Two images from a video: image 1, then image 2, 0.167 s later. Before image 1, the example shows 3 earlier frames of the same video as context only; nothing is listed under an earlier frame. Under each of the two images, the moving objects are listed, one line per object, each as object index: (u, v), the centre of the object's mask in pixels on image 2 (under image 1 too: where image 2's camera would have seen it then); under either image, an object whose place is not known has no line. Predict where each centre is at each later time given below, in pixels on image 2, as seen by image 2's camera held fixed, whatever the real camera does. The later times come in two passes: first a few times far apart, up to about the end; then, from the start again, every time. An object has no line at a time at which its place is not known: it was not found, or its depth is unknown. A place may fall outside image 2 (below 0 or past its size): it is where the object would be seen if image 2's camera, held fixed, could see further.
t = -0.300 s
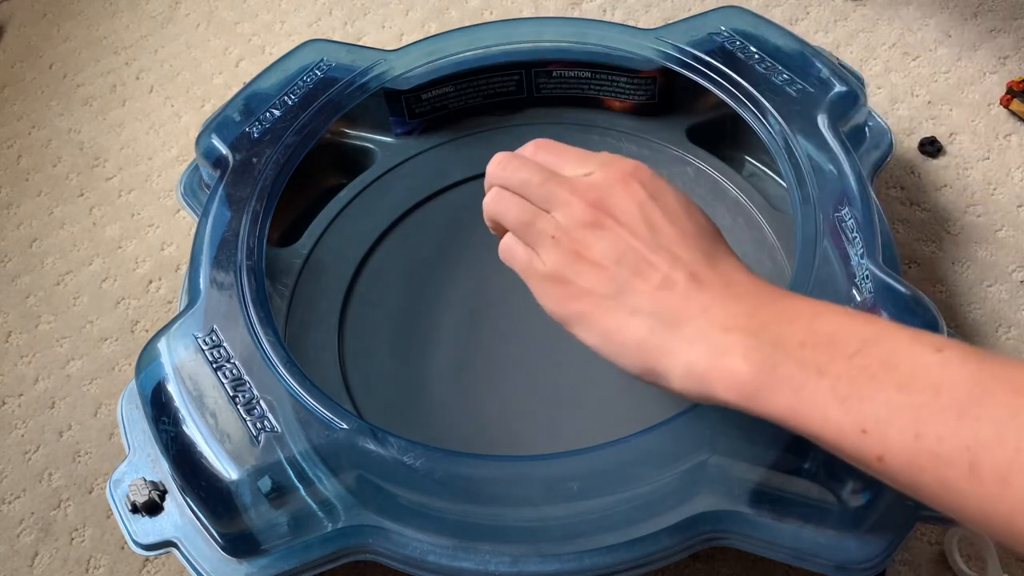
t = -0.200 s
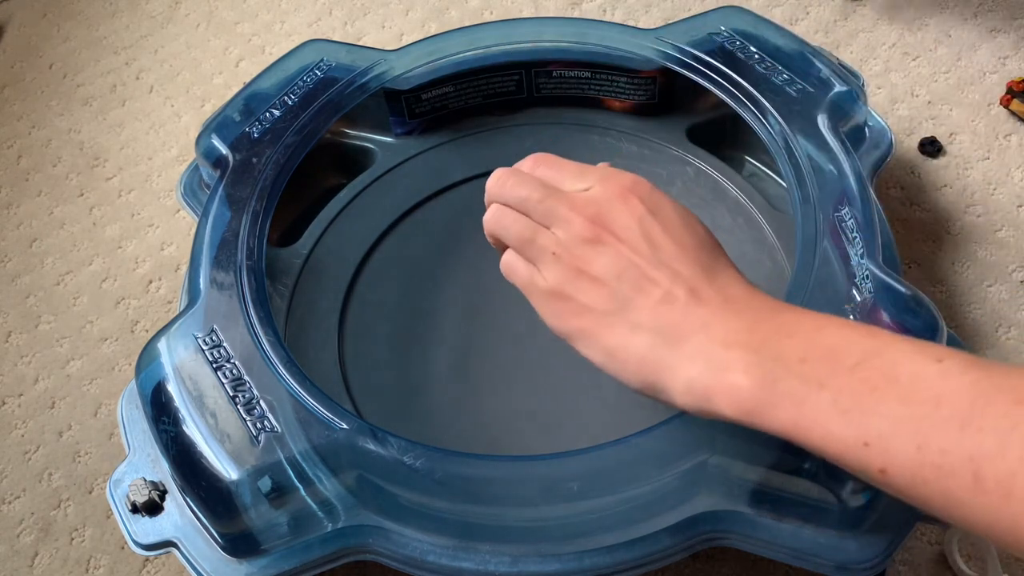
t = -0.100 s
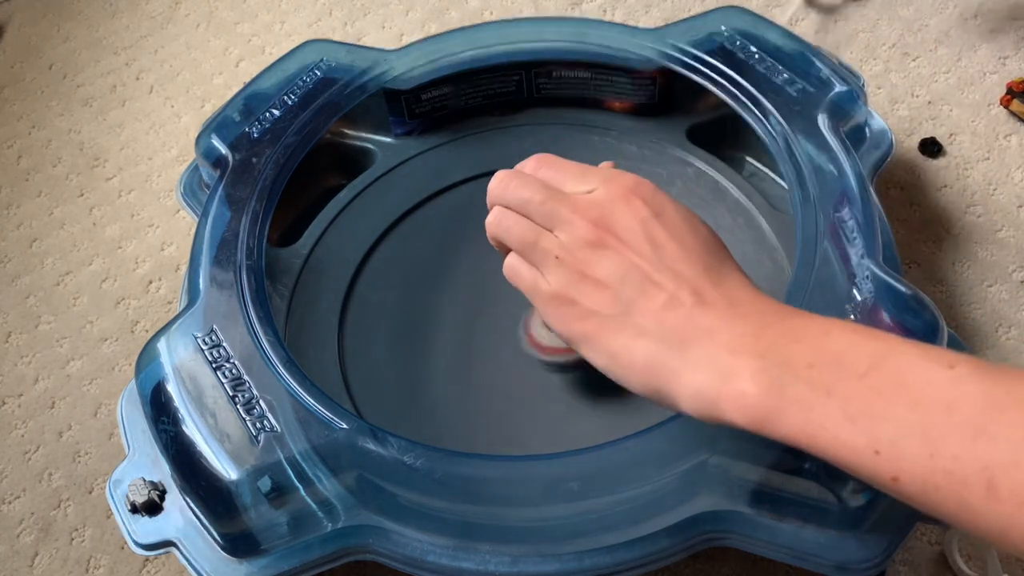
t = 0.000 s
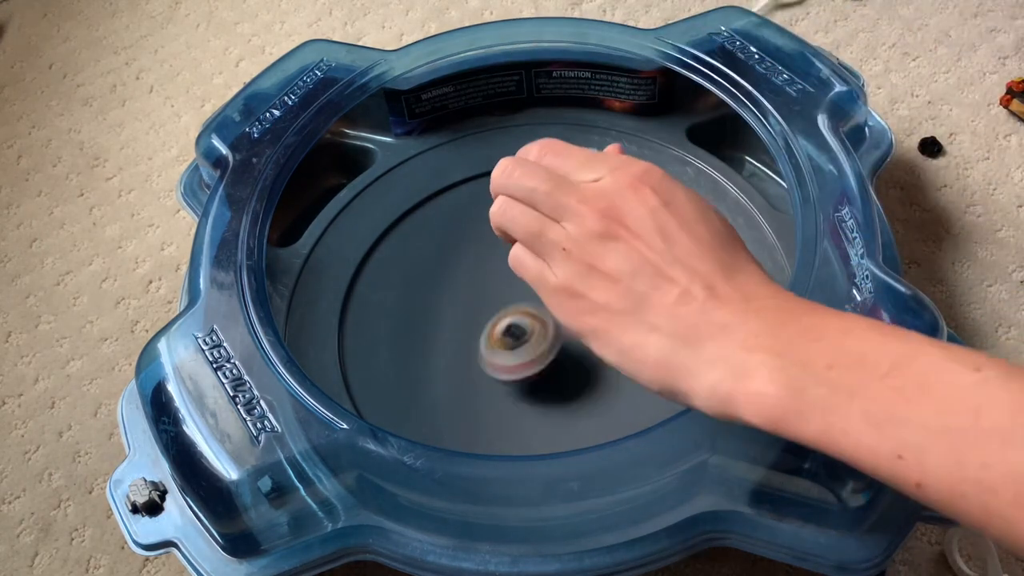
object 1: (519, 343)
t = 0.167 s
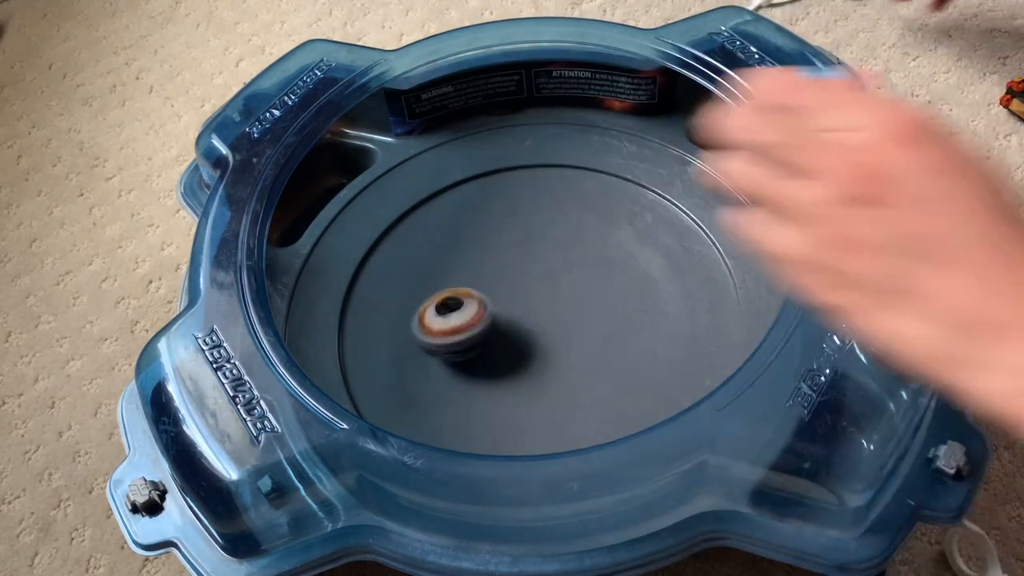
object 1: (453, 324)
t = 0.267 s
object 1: (441, 309)
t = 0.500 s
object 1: (478, 297)
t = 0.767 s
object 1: (552, 290)
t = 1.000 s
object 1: (594, 313)
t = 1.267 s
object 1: (569, 368)
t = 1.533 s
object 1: (498, 352)
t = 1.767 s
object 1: (491, 302)
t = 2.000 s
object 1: (535, 273)
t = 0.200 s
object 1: (446, 317)
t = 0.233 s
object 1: (444, 314)
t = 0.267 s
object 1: (441, 309)
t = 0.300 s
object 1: (443, 307)
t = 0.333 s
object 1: (444, 304)
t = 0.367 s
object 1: (449, 301)
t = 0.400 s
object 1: (455, 299)
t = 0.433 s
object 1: (461, 298)
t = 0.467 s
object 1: (469, 296)
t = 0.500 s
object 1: (478, 297)
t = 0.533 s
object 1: (487, 297)
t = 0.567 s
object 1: (498, 296)
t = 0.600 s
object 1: (507, 295)
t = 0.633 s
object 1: (518, 295)
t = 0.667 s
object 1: (526, 293)
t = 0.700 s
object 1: (535, 292)
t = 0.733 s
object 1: (544, 291)
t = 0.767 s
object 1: (552, 290)
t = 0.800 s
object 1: (559, 291)
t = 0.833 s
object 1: (567, 292)
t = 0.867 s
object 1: (574, 294)
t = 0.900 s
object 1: (580, 298)
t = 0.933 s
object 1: (585, 302)
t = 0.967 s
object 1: (590, 308)
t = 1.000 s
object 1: (594, 313)
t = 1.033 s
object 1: (598, 321)
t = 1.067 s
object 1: (598, 328)
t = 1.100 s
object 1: (598, 336)
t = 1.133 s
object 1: (596, 345)
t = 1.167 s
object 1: (591, 352)
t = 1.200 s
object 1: (585, 358)
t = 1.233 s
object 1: (578, 363)
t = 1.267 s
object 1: (569, 368)
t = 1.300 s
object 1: (560, 371)
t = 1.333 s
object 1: (549, 372)
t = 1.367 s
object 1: (539, 372)
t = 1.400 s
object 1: (531, 371)
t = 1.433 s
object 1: (520, 367)
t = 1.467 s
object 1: (512, 364)
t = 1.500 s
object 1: (505, 360)
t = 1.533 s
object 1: (498, 352)
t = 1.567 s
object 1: (493, 345)
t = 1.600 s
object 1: (489, 339)
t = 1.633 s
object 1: (487, 329)
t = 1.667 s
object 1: (486, 322)
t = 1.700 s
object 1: (486, 316)
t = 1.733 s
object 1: (489, 308)
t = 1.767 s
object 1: (491, 302)
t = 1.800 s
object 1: (495, 296)
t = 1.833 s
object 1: (500, 290)
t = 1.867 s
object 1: (505, 284)
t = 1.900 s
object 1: (512, 281)
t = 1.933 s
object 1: (519, 277)
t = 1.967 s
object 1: (527, 275)
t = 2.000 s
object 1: (535, 273)
